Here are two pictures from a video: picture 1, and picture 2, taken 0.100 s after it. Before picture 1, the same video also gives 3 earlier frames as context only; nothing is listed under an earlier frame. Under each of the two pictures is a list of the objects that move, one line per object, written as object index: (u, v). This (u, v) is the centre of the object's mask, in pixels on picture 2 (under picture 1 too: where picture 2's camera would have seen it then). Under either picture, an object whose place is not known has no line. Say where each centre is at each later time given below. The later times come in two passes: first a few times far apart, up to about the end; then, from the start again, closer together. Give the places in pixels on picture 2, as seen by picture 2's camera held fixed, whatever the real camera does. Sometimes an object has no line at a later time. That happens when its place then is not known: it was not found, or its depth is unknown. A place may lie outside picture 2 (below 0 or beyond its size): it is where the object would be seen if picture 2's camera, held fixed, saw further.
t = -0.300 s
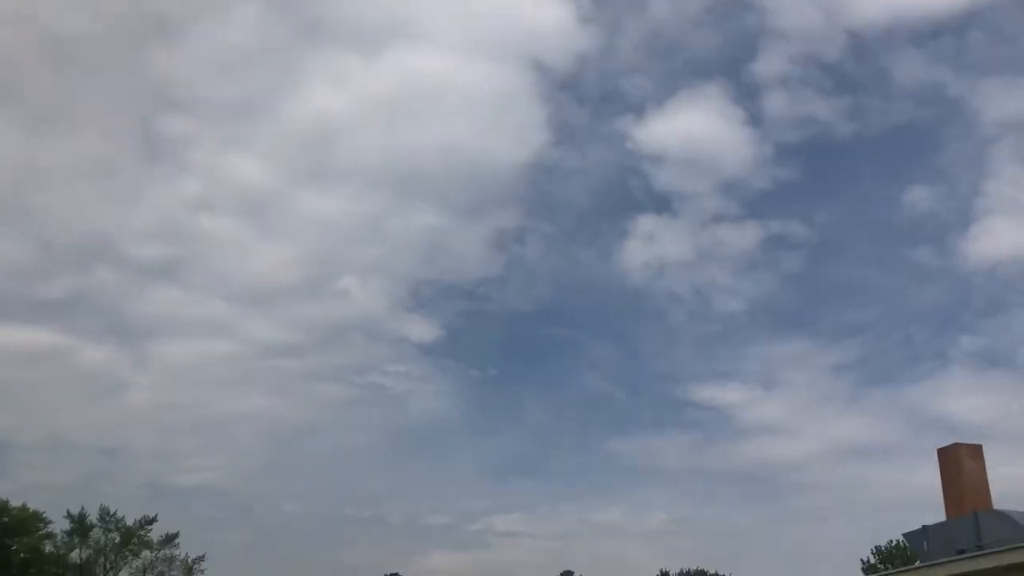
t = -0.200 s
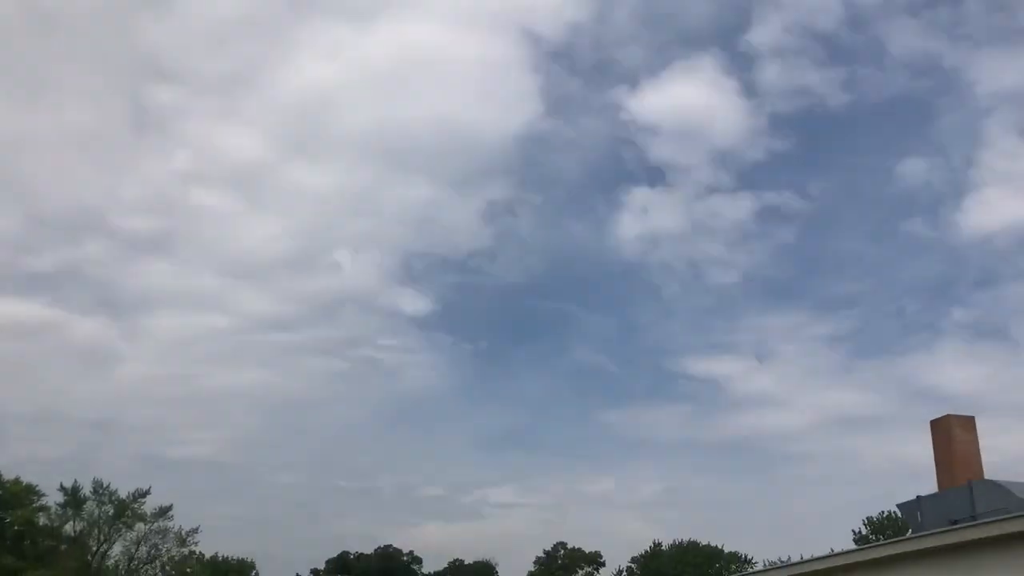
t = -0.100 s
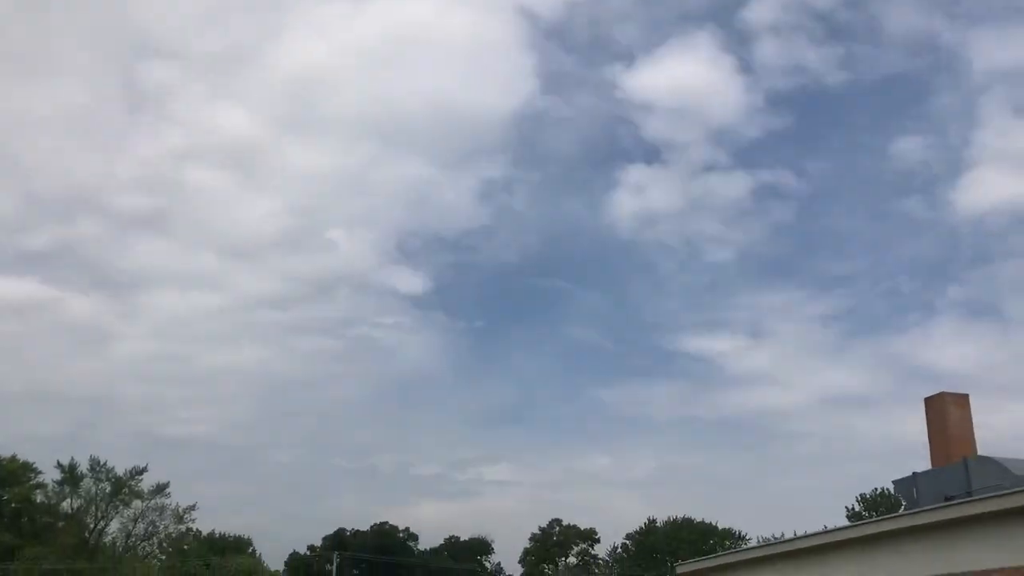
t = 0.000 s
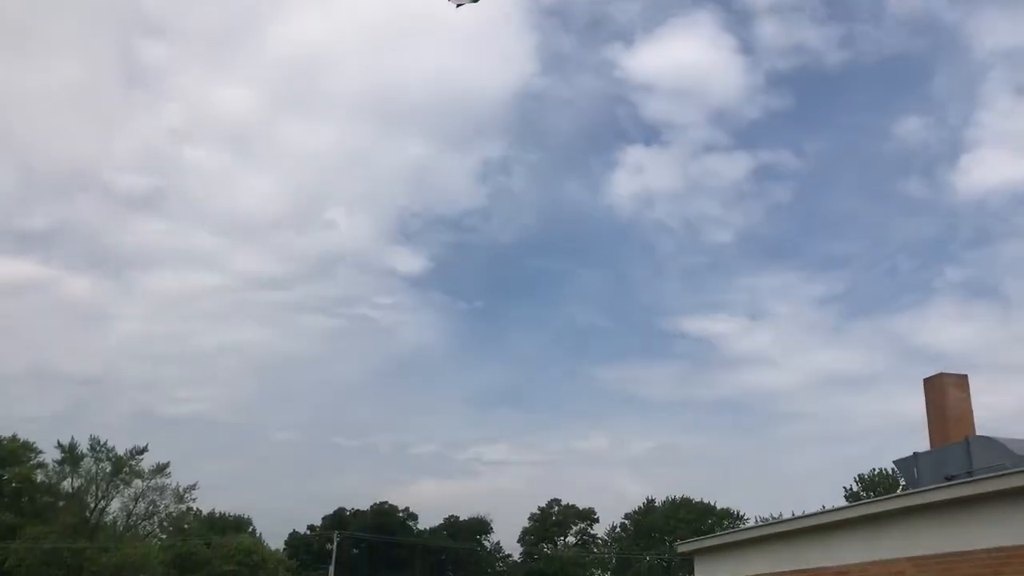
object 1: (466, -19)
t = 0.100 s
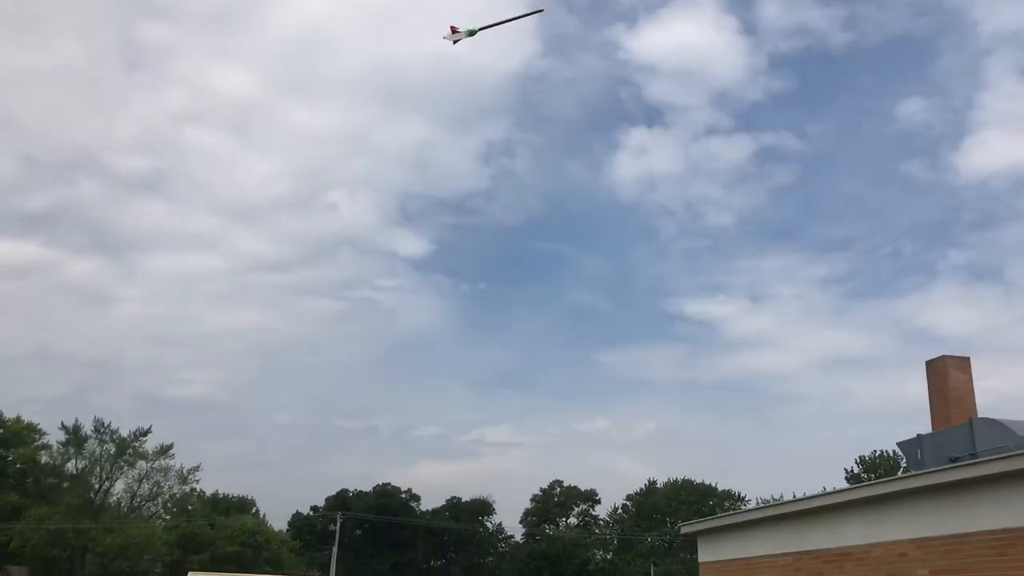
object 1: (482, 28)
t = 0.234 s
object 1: (470, 101)
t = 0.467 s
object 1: (437, 244)
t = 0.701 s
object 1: (403, 405)
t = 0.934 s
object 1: (390, 580)
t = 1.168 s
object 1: (405, 776)
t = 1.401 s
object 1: (399, 789)
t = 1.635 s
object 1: (394, 794)
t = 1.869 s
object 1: (393, 794)
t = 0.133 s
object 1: (480, 46)
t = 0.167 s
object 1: (477, 64)
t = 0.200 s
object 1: (474, 82)
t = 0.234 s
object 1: (470, 101)
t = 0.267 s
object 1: (465, 121)
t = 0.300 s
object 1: (461, 140)
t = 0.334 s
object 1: (456, 161)
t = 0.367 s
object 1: (452, 181)
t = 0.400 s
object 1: (447, 202)
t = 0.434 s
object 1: (443, 222)
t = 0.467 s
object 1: (437, 244)
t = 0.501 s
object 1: (432, 266)
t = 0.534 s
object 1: (427, 288)
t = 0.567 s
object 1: (421, 312)
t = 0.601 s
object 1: (416, 337)
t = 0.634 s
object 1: (411, 359)
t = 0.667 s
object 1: (407, 381)
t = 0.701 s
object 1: (403, 405)
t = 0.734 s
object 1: (399, 429)
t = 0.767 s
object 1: (396, 454)
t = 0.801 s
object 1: (393, 478)
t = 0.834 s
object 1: (393, 505)
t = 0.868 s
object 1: (396, 529)
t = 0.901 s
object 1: (390, 551)
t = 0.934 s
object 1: (390, 580)
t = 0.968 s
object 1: (392, 607)
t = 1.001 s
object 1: (395, 635)
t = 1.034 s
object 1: (395, 660)
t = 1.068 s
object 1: (398, 689)
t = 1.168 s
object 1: (405, 776)
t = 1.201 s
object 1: (403, 796)
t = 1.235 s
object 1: (408, 799)
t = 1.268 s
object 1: (405, 795)
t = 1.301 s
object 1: (403, 792)
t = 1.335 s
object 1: (403, 789)
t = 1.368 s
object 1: (401, 788)
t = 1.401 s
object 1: (399, 789)
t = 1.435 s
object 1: (399, 789)
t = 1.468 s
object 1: (397, 791)
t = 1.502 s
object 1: (395, 793)
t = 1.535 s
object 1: (395, 794)
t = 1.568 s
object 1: (395, 794)
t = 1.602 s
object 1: (394, 794)
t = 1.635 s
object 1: (394, 794)
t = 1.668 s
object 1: (394, 794)
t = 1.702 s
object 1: (393, 794)
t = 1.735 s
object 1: (393, 794)
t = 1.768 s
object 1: (393, 794)
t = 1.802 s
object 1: (393, 794)
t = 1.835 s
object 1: (392, 794)
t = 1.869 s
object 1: (393, 794)
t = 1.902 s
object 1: (393, 794)
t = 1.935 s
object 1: (393, 794)
